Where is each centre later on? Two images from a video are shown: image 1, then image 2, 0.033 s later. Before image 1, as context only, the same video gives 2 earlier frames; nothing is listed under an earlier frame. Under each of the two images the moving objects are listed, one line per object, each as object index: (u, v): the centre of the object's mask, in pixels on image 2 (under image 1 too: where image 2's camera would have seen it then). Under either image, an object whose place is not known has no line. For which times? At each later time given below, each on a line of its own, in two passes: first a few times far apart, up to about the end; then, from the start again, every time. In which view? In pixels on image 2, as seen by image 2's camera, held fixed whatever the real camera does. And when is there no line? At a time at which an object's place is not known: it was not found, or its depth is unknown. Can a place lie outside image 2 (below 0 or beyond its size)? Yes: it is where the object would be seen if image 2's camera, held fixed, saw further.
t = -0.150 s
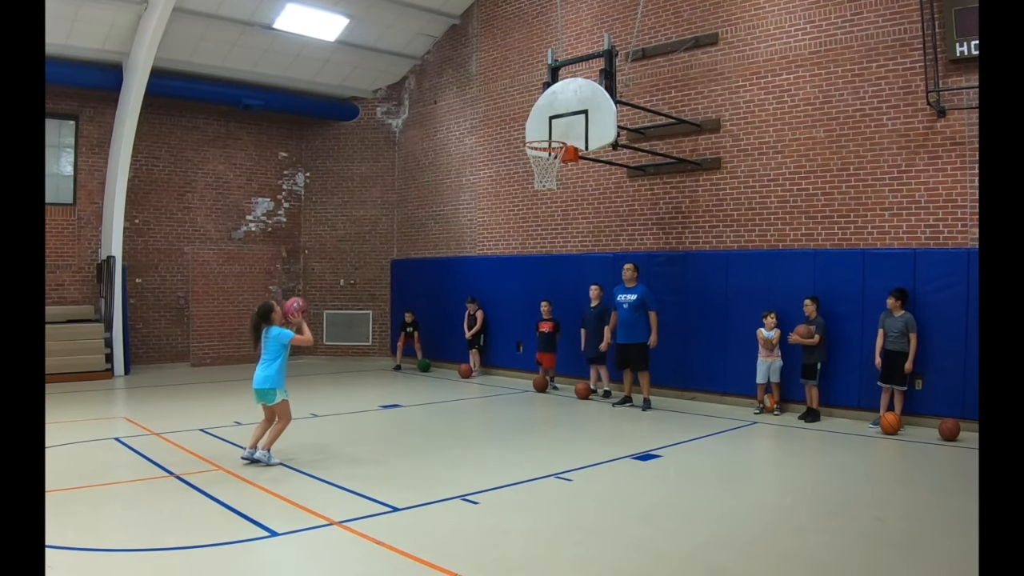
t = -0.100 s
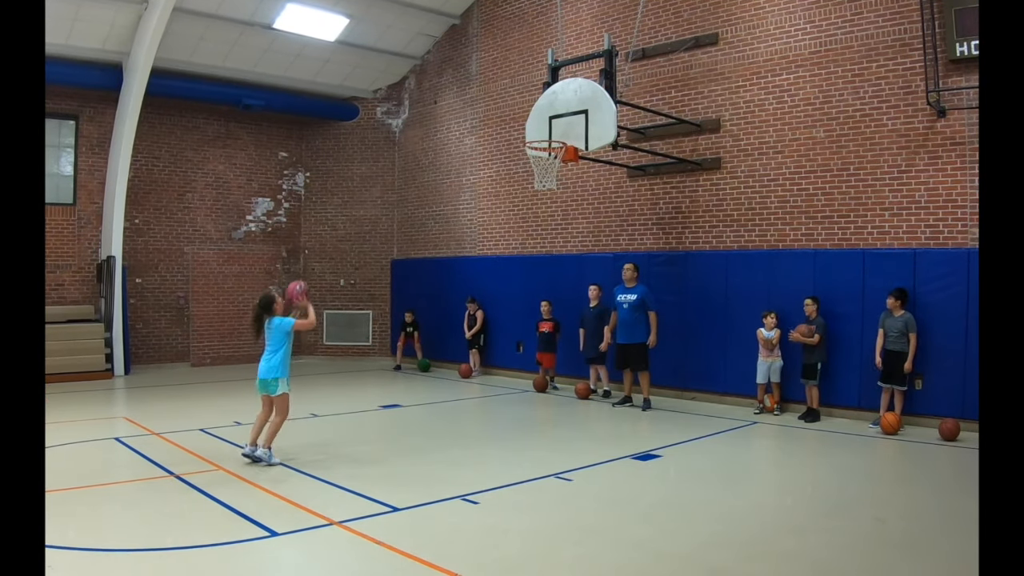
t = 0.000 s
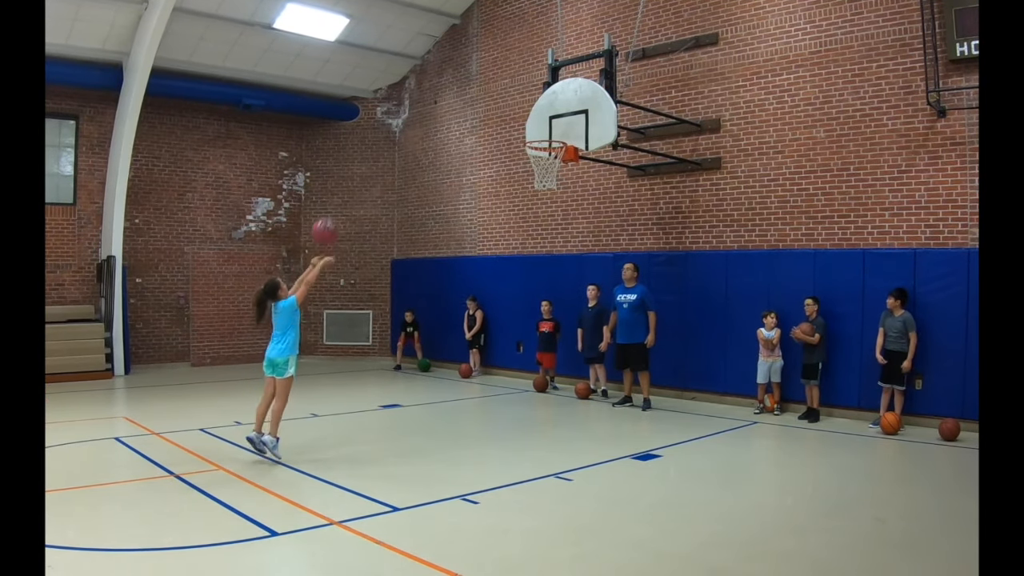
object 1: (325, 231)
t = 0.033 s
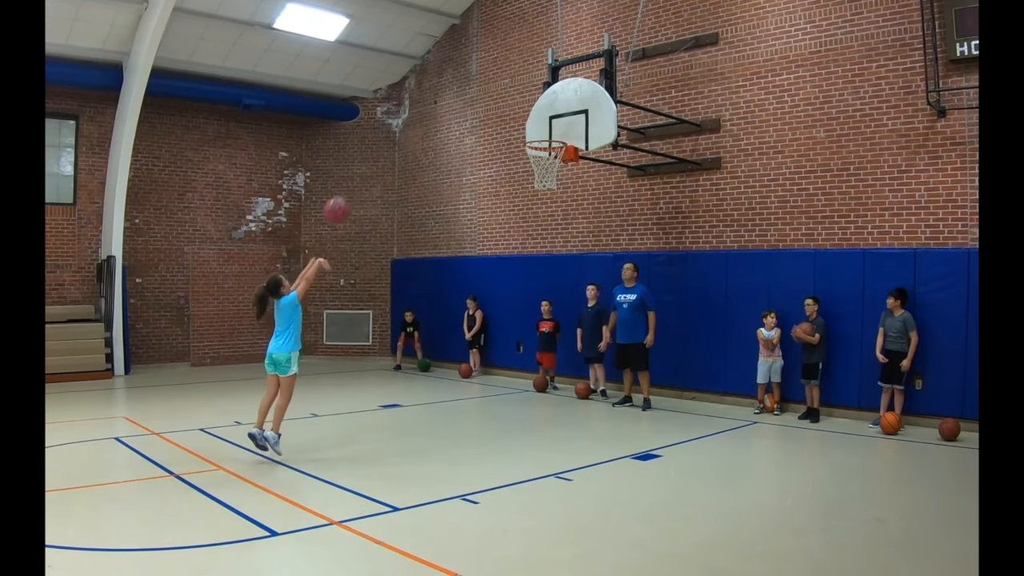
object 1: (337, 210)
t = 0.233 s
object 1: (404, 119)
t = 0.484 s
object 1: (476, 77)
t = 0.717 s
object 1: (534, 92)
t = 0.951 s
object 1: (557, 136)
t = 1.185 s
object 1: (539, 152)
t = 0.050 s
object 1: (343, 200)
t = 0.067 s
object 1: (348, 191)
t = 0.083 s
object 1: (354, 181)
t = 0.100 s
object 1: (359, 174)
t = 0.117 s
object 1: (365, 166)
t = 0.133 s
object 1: (371, 158)
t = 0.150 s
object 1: (377, 150)
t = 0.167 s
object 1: (382, 145)
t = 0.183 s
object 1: (388, 137)
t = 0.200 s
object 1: (394, 130)
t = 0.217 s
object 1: (398, 126)
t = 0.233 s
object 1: (404, 119)
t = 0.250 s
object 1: (410, 114)
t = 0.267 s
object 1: (415, 109)
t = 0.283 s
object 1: (420, 105)
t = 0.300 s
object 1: (424, 100)
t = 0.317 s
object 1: (430, 97)
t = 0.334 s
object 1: (435, 94)
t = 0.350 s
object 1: (440, 91)
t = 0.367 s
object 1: (445, 88)
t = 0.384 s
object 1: (449, 86)
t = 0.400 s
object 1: (454, 83)
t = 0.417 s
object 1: (458, 82)
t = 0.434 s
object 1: (463, 80)
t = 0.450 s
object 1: (467, 79)
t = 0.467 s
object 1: (472, 78)
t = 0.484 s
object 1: (476, 77)
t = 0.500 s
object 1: (481, 77)
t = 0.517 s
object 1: (485, 76)
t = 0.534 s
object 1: (490, 76)
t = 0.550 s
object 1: (493, 76)
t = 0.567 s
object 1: (498, 77)
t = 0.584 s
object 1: (503, 78)
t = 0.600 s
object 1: (507, 78)
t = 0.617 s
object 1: (511, 80)
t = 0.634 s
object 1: (515, 80)
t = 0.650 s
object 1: (519, 82)
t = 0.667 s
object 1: (523, 85)
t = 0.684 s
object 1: (526, 86)
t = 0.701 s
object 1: (531, 89)
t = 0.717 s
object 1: (534, 92)
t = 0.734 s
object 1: (538, 95)
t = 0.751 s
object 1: (542, 97)
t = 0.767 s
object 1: (546, 100)
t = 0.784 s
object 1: (550, 104)
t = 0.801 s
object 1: (553, 108)
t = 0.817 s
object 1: (557, 112)
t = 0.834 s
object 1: (561, 116)
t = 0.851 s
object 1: (564, 120)
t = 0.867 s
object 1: (568, 124)
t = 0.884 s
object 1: (568, 128)
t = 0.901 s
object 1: (565, 130)
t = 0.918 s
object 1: (562, 132)
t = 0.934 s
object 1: (560, 135)
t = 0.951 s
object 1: (557, 136)
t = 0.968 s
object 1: (554, 137)
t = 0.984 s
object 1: (551, 139)
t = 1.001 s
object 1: (548, 142)
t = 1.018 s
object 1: (545, 143)
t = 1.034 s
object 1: (542, 144)
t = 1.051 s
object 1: (539, 146)
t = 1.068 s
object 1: (537, 147)
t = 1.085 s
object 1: (536, 148)
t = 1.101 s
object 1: (535, 148)
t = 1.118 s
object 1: (535, 149)
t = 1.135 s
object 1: (535, 150)
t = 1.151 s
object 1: (537, 150)
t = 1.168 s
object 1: (539, 151)
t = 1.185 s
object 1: (539, 152)
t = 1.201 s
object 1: (541, 153)
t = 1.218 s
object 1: (542, 154)
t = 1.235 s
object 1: (545, 156)
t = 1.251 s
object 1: (546, 157)
